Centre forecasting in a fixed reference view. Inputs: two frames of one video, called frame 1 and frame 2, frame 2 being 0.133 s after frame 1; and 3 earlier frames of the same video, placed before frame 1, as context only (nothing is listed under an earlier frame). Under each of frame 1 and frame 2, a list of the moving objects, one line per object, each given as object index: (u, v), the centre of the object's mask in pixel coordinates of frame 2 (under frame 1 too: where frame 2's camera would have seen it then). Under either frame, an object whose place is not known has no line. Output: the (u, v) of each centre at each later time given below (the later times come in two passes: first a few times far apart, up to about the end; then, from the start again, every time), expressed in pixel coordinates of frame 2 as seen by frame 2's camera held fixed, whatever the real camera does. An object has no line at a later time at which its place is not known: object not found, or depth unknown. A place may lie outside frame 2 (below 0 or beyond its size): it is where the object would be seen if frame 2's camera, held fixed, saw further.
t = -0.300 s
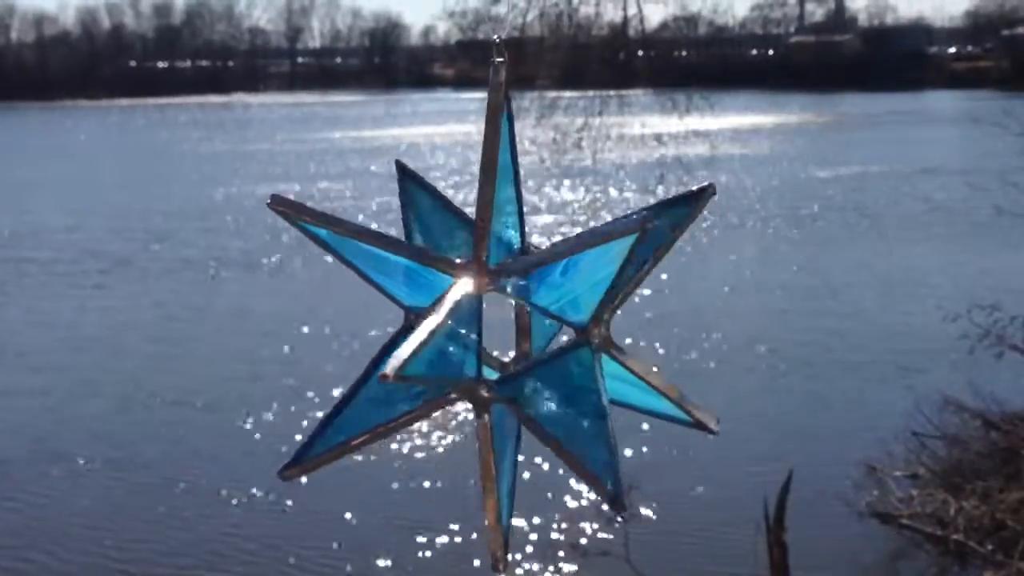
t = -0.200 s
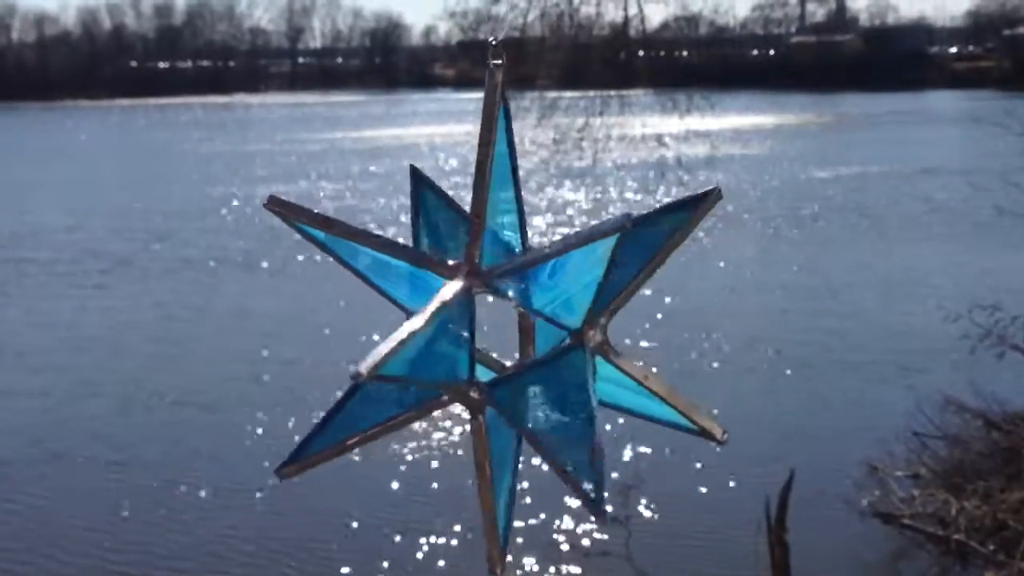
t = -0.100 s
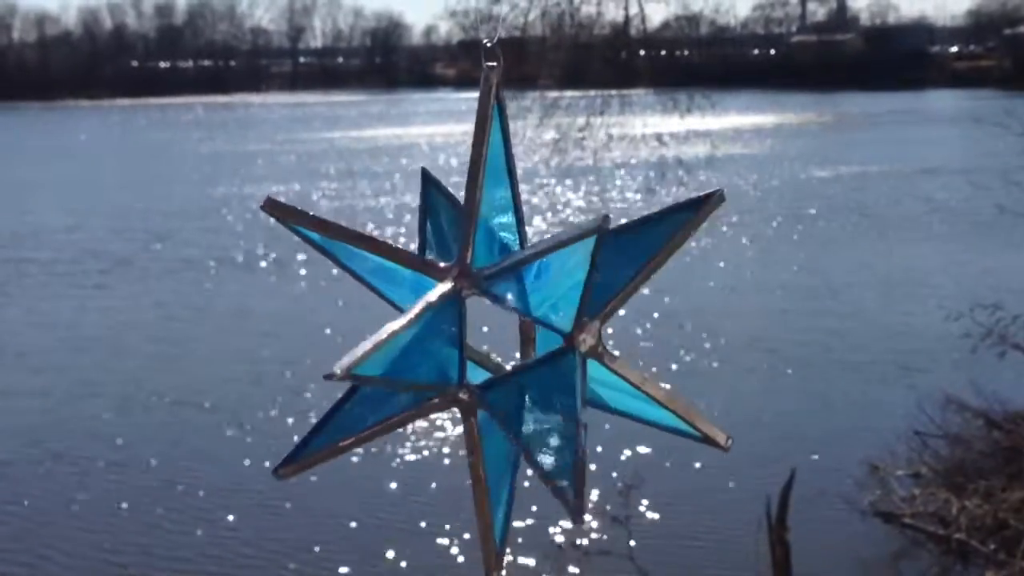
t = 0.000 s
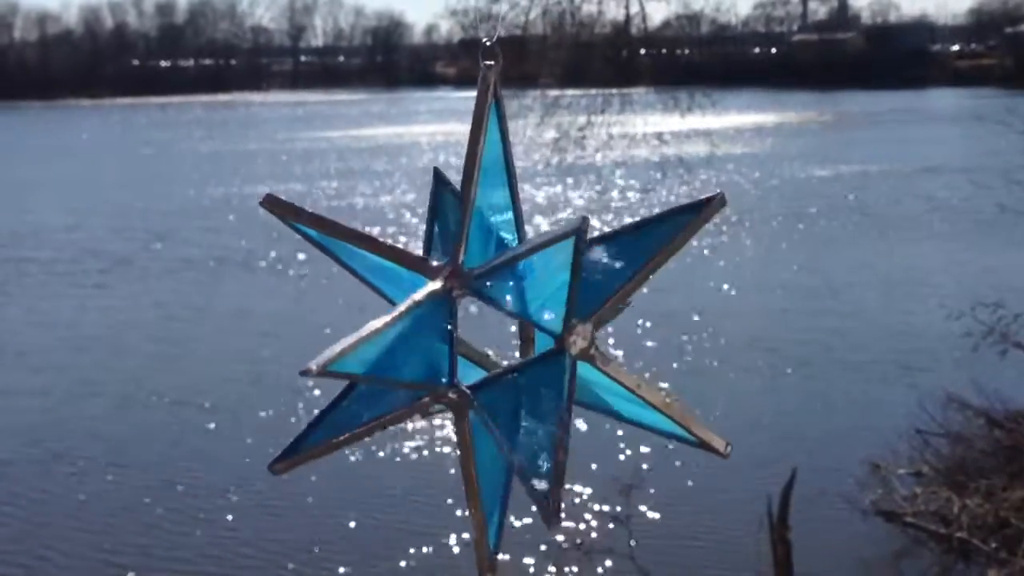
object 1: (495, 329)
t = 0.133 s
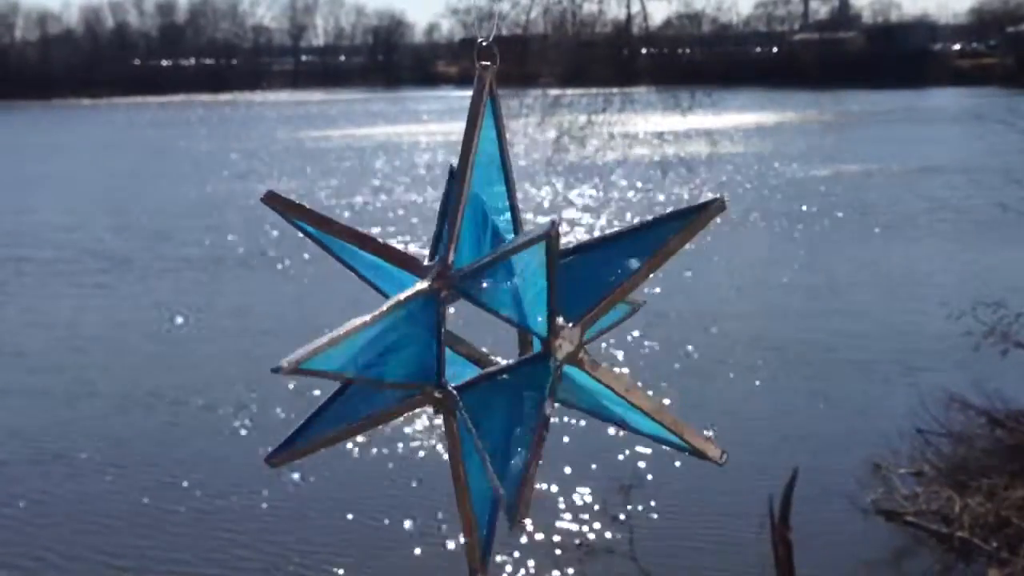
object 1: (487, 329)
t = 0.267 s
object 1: (485, 330)
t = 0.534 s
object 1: (491, 340)
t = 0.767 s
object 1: (492, 334)
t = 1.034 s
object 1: (482, 319)
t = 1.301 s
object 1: (483, 323)
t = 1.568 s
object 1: (500, 331)
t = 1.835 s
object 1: (486, 326)
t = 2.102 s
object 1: (512, 329)
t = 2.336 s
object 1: (499, 328)
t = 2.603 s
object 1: (483, 318)
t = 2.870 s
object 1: (485, 340)
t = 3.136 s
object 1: (480, 358)
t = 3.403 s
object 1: (520, 361)
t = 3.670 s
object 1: (509, 378)
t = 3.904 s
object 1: (519, 379)
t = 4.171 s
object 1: (514, 374)
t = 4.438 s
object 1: (497, 362)
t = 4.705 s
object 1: (523, 368)
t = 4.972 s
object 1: (512, 373)
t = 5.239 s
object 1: (513, 375)
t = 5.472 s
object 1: (524, 365)
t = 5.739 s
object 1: (505, 358)
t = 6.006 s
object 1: (518, 337)
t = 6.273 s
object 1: (512, 332)
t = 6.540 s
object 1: (525, 319)
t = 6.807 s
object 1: (530, 318)
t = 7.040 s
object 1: (511, 310)
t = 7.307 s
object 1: (521, 325)
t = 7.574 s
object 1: (515, 329)
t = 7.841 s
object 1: (508, 333)
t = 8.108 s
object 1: (536, 341)
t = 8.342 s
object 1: (511, 340)
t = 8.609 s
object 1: (536, 345)
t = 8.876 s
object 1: (533, 350)
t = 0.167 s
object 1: (486, 331)
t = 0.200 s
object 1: (485, 331)
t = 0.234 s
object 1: (485, 331)
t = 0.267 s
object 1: (485, 330)
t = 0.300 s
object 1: (484, 331)
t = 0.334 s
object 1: (486, 331)
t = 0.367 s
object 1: (488, 332)
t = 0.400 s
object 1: (489, 332)
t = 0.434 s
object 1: (490, 334)
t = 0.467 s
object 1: (491, 337)
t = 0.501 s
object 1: (490, 339)
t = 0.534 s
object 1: (491, 340)
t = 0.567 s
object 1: (492, 341)
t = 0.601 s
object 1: (493, 341)
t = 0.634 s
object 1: (491, 343)
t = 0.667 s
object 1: (491, 343)
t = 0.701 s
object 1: (492, 339)
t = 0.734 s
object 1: (494, 336)
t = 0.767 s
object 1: (492, 334)
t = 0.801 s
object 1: (492, 332)
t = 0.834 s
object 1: (491, 331)
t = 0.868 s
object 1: (490, 332)
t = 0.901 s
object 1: (488, 329)
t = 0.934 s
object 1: (488, 325)
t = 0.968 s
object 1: (486, 324)
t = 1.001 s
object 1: (485, 322)
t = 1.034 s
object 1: (482, 319)
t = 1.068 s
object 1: (479, 317)
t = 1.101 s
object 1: (476, 316)
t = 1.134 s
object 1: (475, 315)
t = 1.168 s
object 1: (474, 316)
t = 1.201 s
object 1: (474, 317)
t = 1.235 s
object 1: (477, 319)
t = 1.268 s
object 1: (479, 320)
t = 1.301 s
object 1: (483, 323)
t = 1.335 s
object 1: (487, 327)
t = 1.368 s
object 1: (491, 330)
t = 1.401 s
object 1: (495, 331)
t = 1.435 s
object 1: (498, 331)
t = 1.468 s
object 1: (500, 330)
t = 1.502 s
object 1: (501, 330)
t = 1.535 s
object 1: (502, 331)
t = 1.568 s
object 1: (500, 331)
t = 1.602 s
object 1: (499, 330)
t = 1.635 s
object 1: (496, 330)
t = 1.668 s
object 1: (492, 328)
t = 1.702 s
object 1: (490, 327)
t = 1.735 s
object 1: (487, 326)
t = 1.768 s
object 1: (487, 326)
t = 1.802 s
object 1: (486, 325)
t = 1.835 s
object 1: (486, 326)
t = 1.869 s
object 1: (487, 326)
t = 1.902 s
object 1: (489, 326)
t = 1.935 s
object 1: (493, 326)
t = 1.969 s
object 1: (497, 327)
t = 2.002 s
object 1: (503, 329)
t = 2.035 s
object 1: (505, 328)
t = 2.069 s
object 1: (508, 329)
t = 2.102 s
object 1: (512, 329)
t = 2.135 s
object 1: (513, 329)
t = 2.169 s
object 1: (514, 328)
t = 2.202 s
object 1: (513, 329)
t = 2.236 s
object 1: (512, 329)
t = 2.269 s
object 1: (508, 329)
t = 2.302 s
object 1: (504, 329)
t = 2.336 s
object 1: (499, 328)
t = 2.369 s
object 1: (495, 327)
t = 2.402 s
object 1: (489, 326)
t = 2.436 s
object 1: (486, 324)
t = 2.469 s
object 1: (483, 324)
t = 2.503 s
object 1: (481, 323)
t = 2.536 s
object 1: (480, 321)
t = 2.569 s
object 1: (481, 319)
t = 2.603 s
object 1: (483, 318)
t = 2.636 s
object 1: (484, 320)
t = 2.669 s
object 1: (485, 320)
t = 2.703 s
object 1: (485, 324)
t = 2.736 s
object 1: (485, 327)
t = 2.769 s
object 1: (485, 331)
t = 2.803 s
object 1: (487, 335)
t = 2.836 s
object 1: (486, 337)
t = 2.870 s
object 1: (485, 340)
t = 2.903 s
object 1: (484, 346)
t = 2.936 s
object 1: (482, 347)
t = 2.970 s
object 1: (480, 349)
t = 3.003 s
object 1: (478, 356)
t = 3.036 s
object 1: (476, 354)
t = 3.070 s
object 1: (476, 355)
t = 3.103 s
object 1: (477, 356)
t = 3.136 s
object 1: (480, 358)
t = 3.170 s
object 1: (485, 361)
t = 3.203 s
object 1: (490, 360)
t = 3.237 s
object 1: (497, 360)
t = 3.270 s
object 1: (502, 362)
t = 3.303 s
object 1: (508, 361)
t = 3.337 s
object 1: (514, 361)
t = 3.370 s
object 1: (518, 361)
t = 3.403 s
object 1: (520, 361)
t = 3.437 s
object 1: (520, 364)
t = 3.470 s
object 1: (519, 365)
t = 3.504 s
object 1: (518, 363)
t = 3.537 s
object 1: (515, 364)
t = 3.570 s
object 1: (513, 364)
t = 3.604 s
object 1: (512, 364)
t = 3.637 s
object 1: (510, 372)
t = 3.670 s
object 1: (509, 378)
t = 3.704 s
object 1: (508, 376)
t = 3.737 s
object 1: (507, 374)
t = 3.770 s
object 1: (506, 371)
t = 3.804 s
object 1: (508, 376)
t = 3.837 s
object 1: (512, 380)
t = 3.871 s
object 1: (515, 381)
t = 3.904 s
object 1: (519, 379)
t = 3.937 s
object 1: (519, 376)
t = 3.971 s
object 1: (520, 376)
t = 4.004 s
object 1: (523, 375)
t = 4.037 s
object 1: (524, 378)
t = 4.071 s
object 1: (524, 378)
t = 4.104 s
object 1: (523, 379)
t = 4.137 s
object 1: (518, 379)
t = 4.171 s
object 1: (514, 374)
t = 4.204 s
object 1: (511, 375)
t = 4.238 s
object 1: (505, 375)
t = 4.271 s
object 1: (503, 368)
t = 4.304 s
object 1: (500, 371)
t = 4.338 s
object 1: (499, 368)
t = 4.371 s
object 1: (499, 365)
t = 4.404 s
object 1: (497, 365)
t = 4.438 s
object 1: (497, 362)
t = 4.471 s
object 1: (499, 363)
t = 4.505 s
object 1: (498, 362)
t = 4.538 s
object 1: (500, 360)
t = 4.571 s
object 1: (509, 358)
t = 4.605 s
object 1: (513, 364)
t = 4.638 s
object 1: (518, 365)
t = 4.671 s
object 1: (521, 365)
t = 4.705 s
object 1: (523, 368)
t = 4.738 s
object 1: (522, 369)
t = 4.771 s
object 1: (522, 371)
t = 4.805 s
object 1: (523, 368)
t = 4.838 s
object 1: (525, 368)
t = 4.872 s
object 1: (525, 367)
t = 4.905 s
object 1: (521, 367)
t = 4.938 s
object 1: (515, 365)
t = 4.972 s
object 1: (512, 373)
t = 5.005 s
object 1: (510, 372)
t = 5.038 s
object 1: (507, 369)
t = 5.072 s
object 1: (506, 374)
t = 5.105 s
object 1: (508, 378)
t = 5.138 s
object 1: (512, 376)
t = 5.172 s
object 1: (512, 377)
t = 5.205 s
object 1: (513, 367)
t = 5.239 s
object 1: (513, 375)
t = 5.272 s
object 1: (517, 373)
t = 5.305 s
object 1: (518, 369)
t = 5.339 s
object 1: (523, 374)
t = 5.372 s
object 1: (526, 370)
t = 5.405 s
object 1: (527, 369)
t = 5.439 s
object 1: (526, 369)
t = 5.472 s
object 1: (524, 365)
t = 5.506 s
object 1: (521, 366)
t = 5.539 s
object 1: (521, 368)
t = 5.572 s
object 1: (518, 366)
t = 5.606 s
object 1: (514, 367)
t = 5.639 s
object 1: (511, 363)
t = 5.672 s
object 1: (509, 361)
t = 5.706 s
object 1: (507, 359)
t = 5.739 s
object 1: (505, 358)
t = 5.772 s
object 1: (504, 354)
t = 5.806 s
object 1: (503, 352)
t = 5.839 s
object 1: (504, 351)
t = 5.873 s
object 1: (506, 348)
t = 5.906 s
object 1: (509, 344)
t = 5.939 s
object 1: (512, 342)
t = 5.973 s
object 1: (515, 339)
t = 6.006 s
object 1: (518, 337)
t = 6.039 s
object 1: (519, 336)
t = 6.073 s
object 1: (519, 335)
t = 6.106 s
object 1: (519, 335)
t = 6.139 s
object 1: (518, 333)
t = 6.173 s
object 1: (517, 333)
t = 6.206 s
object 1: (515, 334)
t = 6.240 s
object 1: (513, 333)
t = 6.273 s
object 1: (512, 332)
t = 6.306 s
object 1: (511, 330)
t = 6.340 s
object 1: (510, 330)
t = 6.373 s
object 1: (512, 328)
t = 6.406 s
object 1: (513, 327)
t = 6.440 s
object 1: (515, 325)
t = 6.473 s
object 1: (518, 323)
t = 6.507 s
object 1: (522, 320)
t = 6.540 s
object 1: (525, 319)
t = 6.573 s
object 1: (529, 318)
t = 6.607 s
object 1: (531, 315)
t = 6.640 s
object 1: (533, 315)
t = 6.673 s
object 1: (535, 319)
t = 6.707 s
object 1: (537, 323)
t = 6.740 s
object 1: (535, 323)
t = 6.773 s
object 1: (533, 323)
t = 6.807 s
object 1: (530, 318)
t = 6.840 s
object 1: (526, 316)
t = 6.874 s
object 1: (521, 314)
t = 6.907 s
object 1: (517, 315)
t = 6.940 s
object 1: (514, 317)
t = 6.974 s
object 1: (513, 315)
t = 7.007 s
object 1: (510, 312)
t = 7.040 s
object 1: (511, 310)
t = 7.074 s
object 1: (511, 311)
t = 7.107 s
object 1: (512, 312)
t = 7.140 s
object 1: (513, 313)
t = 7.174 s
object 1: (517, 316)
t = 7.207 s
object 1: (522, 318)
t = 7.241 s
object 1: (522, 321)
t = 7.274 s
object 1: (518, 325)
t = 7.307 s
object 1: (521, 325)
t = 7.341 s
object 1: (526, 325)
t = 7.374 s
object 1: (528, 325)
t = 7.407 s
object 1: (526, 326)
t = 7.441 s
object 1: (523, 327)
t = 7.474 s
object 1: (520, 324)
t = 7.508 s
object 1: (517, 328)
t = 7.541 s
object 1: (514, 326)
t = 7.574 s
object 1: (515, 329)
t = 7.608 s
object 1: (511, 326)
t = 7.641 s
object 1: (507, 327)
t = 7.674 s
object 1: (505, 329)
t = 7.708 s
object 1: (503, 328)
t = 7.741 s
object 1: (502, 328)
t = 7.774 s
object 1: (502, 334)
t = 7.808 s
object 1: (504, 332)
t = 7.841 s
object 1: (508, 333)
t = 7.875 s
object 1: (515, 336)
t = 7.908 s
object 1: (522, 337)
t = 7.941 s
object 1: (525, 337)
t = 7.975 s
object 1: (529, 339)
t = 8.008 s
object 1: (530, 340)
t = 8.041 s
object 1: (534, 341)
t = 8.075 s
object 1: (537, 341)
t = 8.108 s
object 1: (536, 341)
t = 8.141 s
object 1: (533, 339)
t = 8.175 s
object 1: (530, 338)
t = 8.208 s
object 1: (526, 341)
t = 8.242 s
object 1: (522, 344)
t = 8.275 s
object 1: (520, 342)
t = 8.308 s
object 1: (514, 337)
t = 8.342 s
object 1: (511, 340)
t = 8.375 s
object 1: (510, 338)
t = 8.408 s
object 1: (512, 340)
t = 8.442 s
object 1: (513, 338)
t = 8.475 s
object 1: (516, 334)
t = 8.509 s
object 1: (521, 334)
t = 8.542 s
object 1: (526, 340)
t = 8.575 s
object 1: (531, 343)
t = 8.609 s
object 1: (536, 345)
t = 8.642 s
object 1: (542, 348)
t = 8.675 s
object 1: (547, 351)
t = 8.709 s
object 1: (548, 353)
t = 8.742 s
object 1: (546, 351)
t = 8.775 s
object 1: (542, 352)
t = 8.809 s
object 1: (539, 354)
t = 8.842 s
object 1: (536, 351)
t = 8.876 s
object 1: (533, 350)
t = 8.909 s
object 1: (531, 350)
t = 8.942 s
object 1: (526, 351)
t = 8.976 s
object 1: (521, 351)
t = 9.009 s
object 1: (516, 349)
